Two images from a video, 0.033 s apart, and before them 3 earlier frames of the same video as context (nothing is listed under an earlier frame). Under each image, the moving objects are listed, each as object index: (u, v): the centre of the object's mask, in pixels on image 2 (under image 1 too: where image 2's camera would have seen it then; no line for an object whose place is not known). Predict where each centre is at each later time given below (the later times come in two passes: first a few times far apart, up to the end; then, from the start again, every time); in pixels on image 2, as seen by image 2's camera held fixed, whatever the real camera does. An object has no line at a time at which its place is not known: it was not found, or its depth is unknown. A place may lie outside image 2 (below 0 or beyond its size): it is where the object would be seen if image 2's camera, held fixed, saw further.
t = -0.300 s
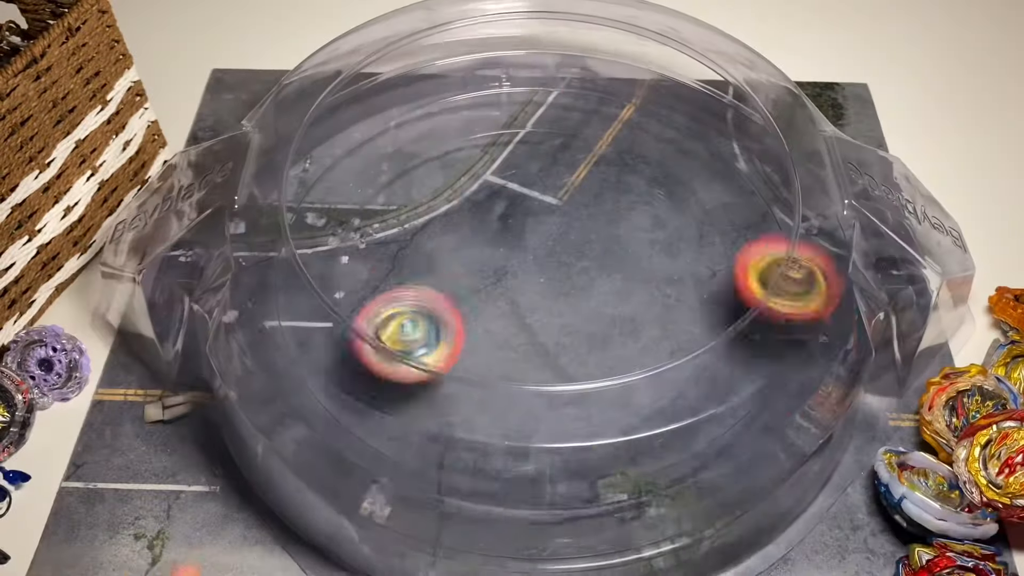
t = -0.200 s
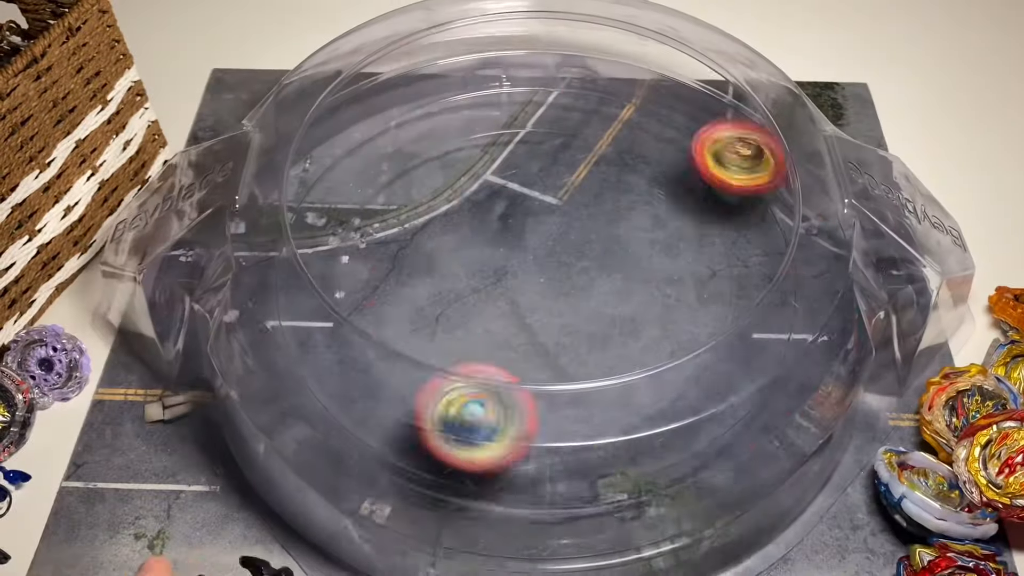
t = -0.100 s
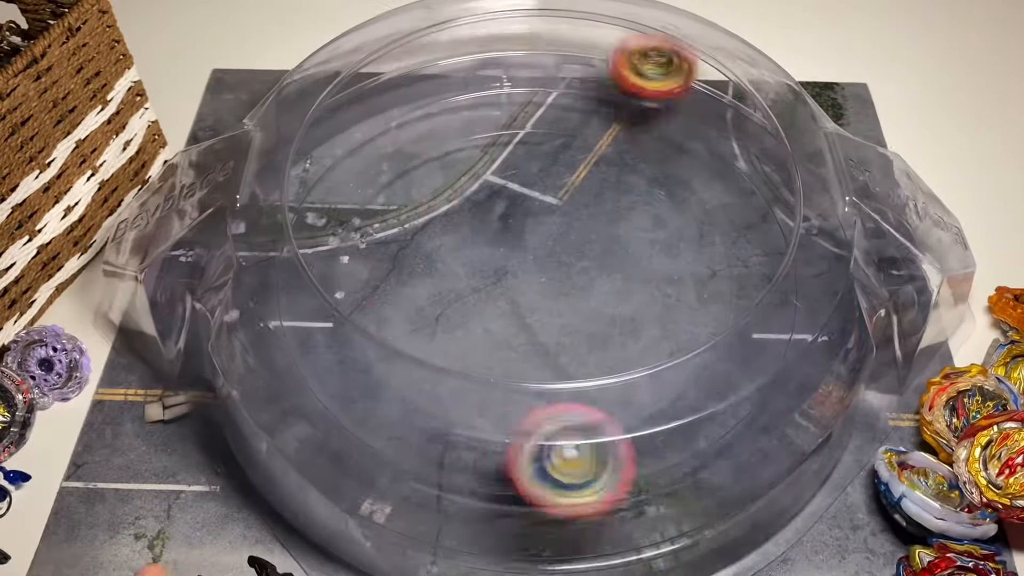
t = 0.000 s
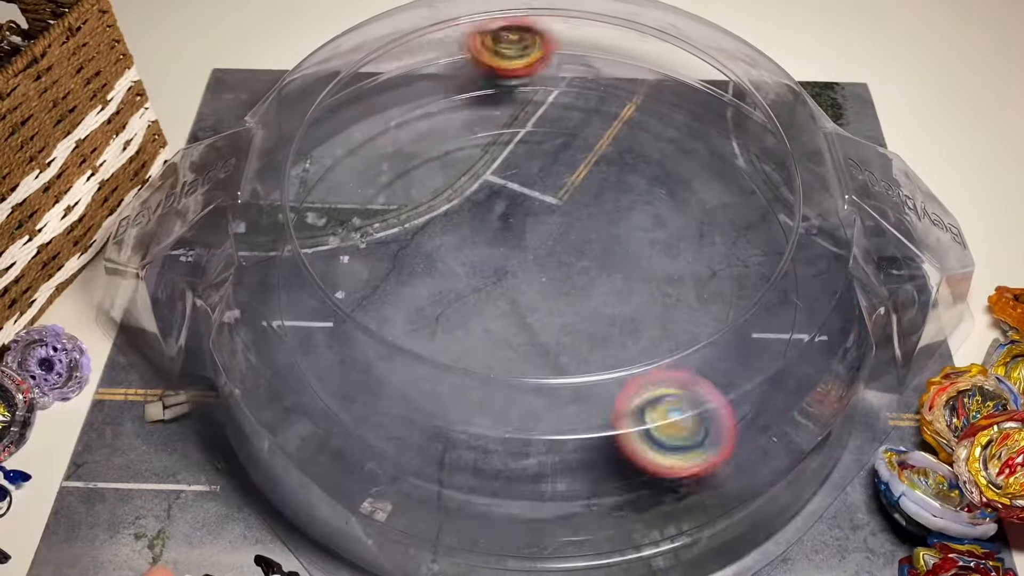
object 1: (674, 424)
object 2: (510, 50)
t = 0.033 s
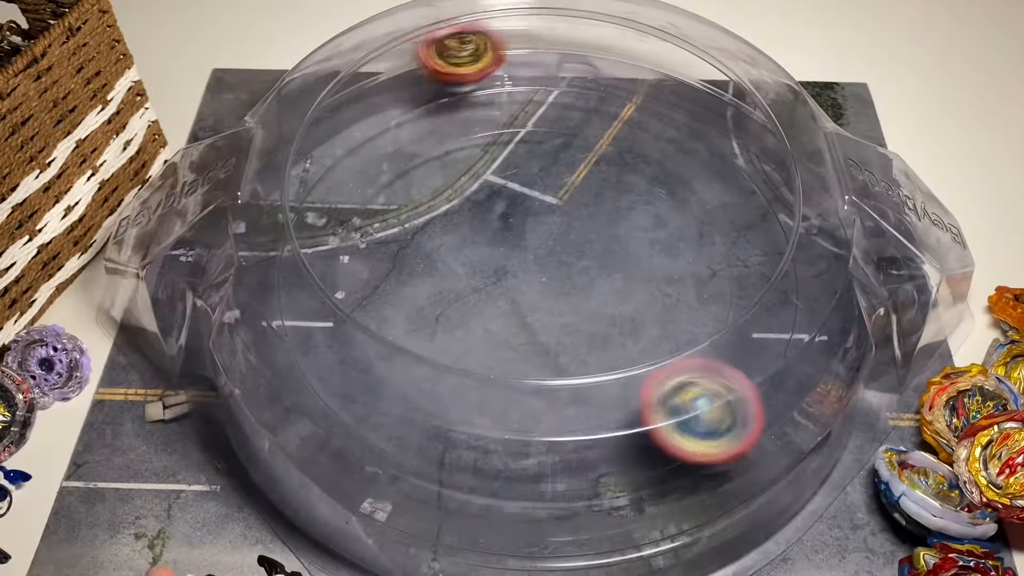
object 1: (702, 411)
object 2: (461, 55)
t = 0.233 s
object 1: (789, 259)
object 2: (290, 249)
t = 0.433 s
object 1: (627, 88)
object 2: (511, 473)
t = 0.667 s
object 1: (284, 295)
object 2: (768, 241)
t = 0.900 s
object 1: (797, 388)
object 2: (531, 56)
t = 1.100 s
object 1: (689, 93)
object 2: (307, 178)
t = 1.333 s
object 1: (327, 123)
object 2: (439, 439)
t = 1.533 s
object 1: (307, 375)
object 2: (769, 382)
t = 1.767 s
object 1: (636, 488)
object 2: (742, 198)
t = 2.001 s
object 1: (791, 285)
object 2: (520, 112)
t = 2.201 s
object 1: (690, 118)
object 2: (301, 161)
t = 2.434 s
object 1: (403, 105)
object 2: (267, 297)
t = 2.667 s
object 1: (292, 337)
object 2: (513, 362)
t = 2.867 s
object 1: (534, 471)
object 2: (723, 252)
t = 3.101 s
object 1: (794, 308)
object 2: (693, 96)
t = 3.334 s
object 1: (649, 101)
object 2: (535, 91)
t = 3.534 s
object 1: (422, 99)
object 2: (391, 192)
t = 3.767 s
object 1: (283, 264)
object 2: (405, 405)
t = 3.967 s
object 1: (397, 440)
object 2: (571, 457)
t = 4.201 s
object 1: (701, 424)
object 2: (747, 286)
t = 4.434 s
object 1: (781, 307)
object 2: (695, 112)
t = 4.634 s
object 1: (761, 224)
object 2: (491, 78)
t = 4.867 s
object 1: (674, 154)
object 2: (330, 154)
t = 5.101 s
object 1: (461, 158)
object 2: (360, 281)
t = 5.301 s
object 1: (361, 298)
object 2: (540, 377)
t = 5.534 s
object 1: (522, 457)
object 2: (736, 282)
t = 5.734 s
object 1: (675, 441)
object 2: (775, 199)
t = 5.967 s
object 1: (770, 342)
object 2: (728, 152)
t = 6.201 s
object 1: (724, 241)
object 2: (659, 144)
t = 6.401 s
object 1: (577, 188)
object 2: (497, 125)
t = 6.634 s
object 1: (388, 223)
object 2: (343, 125)
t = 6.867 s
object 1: (320, 359)
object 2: (331, 182)
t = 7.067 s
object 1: (364, 395)
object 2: (409, 270)
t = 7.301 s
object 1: (427, 398)
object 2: (594, 323)
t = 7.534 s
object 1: (586, 337)
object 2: (695, 229)
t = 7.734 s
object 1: (552, 227)
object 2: (652, 139)
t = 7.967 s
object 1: (399, 212)
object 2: (532, 158)
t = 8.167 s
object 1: (359, 307)
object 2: (504, 263)
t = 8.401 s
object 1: (319, 377)
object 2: (630, 312)
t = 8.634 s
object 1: (369, 390)
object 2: (617, 270)
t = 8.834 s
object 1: (416, 372)
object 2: (494, 266)
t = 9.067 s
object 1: (565, 338)
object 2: (423, 270)
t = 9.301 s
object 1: (609, 233)
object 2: (441, 257)
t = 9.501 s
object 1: (553, 168)
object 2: (525, 242)
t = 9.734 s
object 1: (467, 193)
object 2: (570, 234)
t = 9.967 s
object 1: (472, 296)
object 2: (590, 249)
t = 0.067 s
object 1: (726, 398)
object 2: (414, 71)
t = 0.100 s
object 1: (748, 379)
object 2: (367, 86)
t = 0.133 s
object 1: (766, 354)
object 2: (323, 115)
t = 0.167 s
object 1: (778, 325)
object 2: (308, 155)
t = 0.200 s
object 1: (787, 292)
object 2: (297, 202)
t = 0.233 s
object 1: (789, 259)
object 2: (290, 249)
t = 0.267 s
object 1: (785, 226)
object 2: (283, 299)
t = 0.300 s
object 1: (775, 192)
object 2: (294, 345)
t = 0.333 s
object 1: (750, 161)
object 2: (313, 400)
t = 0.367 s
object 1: (718, 132)
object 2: (371, 428)
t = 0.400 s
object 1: (675, 108)
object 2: (440, 451)
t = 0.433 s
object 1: (627, 88)
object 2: (511, 473)
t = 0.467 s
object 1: (571, 76)
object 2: (585, 470)
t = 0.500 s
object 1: (509, 74)
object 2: (659, 457)
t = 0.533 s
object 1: (442, 88)
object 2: (720, 431)
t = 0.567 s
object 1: (380, 111)
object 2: (771, 394)
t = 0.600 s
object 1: (326, 154)
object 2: (804, 346)
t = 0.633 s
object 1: (289, 216)
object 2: (787, 291)
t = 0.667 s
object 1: (284, 295)
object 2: (768, 241)
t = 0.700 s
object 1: (321, 378)
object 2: (746, 195)
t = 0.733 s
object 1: (386, 454)
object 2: (729, 155)
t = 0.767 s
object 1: (480, 490)
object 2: (706, 116)
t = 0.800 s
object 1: (581, 495)
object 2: (671, 84)
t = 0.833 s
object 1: (672, 472)
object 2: (626, 69)
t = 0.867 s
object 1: (747, 437)
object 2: (579, 59)
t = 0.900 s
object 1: (797, 388)
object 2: (531, 56)
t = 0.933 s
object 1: (808, 326)
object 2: (483, 61)
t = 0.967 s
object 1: (797, 271)
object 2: (437, 73)
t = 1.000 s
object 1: (786, 215)
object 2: (394, 87)
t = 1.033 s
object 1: (766, 167)
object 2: (348, 104)
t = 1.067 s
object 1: (729, 125)
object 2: (317, 135)
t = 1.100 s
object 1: (689, 93)
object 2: (307, 178)
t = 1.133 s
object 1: (632, 76)
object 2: (299, 217)
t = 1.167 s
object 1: (578, 63)
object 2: (294, 262)
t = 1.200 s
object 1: (522, 59)
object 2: (290, 302)
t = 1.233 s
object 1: (468, 66)
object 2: (304, 343)
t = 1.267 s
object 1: (416, 79)
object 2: (337, 383)
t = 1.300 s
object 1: (368, 97)
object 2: (383, 416)
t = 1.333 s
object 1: (327, 123)
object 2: (439, 439)
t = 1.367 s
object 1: (311, 163)
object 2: (502, 453)
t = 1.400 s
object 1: (301, 208)
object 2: (570, 456)
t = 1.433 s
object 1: (293, 248)
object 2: (635, 451)
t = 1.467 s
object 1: (284, 290)
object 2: (702, 443)
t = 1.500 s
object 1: (286, 330)
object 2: (739, 412)
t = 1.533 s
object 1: (307, 375)
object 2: (769, 382)
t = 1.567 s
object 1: (340, 419)
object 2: (793, 353)
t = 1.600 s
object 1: (375, 461)
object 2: (803, 326)
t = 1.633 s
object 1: (427, 479)
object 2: (801, 298)
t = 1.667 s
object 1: (480, 493)
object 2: (792, 273)
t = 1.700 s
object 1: (532, 499)
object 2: (779, 245)
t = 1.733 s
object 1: (584, 497)
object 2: (755, 219)
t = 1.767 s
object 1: (636, 488)
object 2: (742, 198)
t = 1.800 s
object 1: (682, 472)
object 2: (721, 179)
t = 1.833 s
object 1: (726, 451)
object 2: (699, 162)
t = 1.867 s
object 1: (763, 426)
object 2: (671, 147)
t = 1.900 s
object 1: (789, 392)
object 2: (637, 136)
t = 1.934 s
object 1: (807, 358)
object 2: (601, 126)
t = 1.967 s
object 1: (799, 321)
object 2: (562, 118)
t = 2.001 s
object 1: (791, 285)
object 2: (520, 112)
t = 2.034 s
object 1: (780, 250)
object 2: (478, 114)
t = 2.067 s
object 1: (768, 216)
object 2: (437, 120)
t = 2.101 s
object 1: (753, 187)
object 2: (397, 128)
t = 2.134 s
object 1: (740, 160)
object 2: (358, 136)
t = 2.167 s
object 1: (723, 135)
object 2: (325, 148)
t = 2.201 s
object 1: (690, 118)
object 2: (301, 161)
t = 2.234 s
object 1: (657, 104)
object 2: (277, 181)
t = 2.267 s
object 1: (618, 90)
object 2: (251, 201)
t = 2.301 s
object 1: (577, 82)
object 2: (231, 220)
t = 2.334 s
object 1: (534, 78)
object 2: (213, 238)
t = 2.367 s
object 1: (490, 83)
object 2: (215, 269)
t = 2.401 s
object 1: (445, 92)
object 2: (242, 282)
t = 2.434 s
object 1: (403, 105)
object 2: (267, 297)
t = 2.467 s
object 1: (364, 126)
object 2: (297, 314)
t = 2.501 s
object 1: (332, 154)
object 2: (324, 322)
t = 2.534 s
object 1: (305, 186)
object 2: (355, 335)
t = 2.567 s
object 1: (287, 222)
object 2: (387, 345)
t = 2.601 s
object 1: (280, 259)
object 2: (425, 357)
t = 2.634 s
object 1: (280, 299)
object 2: (467, 364)
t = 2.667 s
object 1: (292, 337)
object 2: (513, 362)
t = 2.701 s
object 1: (314, 375)
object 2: (560, 360)
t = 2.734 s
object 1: (349, 406)
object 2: (606, 351)
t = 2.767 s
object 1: (389, 433)
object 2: (646, 336)
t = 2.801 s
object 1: (431, 454)
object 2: (681, 312)
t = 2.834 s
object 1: (482, 467)
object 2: (705, 283)
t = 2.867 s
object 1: (534, 471)
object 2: (723, 252)
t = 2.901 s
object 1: (588, 467)
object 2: (729, 219)
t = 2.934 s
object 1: (637, 457)
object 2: (731, 191)
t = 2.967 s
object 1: (684, 438)
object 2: (732, 164)
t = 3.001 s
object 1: (724, 413)
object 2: (733, 144)
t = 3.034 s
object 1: (757, 383)
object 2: (720, 124)
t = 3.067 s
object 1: (781, 347)
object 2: (707, 111)
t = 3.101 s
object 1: (794, 308)
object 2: (693, 96)
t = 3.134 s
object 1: (796, 269)
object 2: (676, 88)
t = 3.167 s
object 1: (789, 232)
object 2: (655, 83)
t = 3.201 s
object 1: (774, 196)
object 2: (635, 78)
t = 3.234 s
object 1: (750, 166)
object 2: (609, 80)
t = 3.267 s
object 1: (721, 138)
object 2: (582, 81)
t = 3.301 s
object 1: (687, 116)
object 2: (557, 86)
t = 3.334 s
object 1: (649, 101)
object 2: (535, 91)
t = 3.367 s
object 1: (610, 89)
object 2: (512, 99)
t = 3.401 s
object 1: (571, 80)
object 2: (490, 108)
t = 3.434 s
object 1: (531, 78)
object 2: (468, 123)
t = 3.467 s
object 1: (495, 81)
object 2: (441, 142)
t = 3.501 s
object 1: (458, 90)
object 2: (416, 164)
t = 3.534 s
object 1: (422, 99)
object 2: (391, 192)
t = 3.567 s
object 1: (389, 113)
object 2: (372, 218)
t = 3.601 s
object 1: (359, 131)
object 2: (361, 248)
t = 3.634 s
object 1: (335, 154)
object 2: (356, 280)
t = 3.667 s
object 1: (313, 178)
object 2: (358, 311)
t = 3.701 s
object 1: (296, 205)
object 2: (370, 343)
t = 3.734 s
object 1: (287, 232)
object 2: (387, 373)
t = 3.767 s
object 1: (283, 264)
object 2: (405, 405)
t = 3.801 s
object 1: (284, 294)
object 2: (420, 435)
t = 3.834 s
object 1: (291, 326)
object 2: (442, 453)
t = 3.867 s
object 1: (306, 357)
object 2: (469, 472)
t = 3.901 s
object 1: (328, 388)
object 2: (502, 472)
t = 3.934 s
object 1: (357, 415)
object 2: (535, 466)
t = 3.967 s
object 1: (397, 440)
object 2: (571, 457)
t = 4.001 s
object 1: (439, 458)
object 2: (600, 442)
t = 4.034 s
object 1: (490, 470)
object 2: (628, 423)
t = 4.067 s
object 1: (543, 477)
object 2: (653, 404)
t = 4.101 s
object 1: (596, 472)
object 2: (671, 384)
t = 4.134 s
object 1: (642, 462)
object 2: (696, 357)
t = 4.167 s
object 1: (674, 440)
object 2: (724, 323)
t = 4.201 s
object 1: (701, 424)
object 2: (747, 286)
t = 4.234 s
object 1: (721, 404)
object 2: (763, 255)
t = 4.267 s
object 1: (739, 386)
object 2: (778, 219)
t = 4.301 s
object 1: (754, 370)
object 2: (783, 193)
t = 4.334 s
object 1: (764, 354)
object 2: (769, 170)
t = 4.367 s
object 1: (772, 338)
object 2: (745, 148)
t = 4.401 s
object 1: (779, 322)
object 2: (720, 128)
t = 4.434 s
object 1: (781, 307)
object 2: (695, 112)
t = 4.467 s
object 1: (784, 292)
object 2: (665, 98)
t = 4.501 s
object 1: (784, 277)
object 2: (630, 89)
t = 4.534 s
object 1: (781, 265)
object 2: (595, 81)
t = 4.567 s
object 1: (777, 250)
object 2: (562, 75)
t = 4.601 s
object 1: (770, 236)
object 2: (528, 73)
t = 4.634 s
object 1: (761, 224)
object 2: (491, 78)
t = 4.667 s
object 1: (751, 211)
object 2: (458, 83)
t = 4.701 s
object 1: (742, 199)
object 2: (429, 91)
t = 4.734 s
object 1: (731, 189)
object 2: (402, 102)
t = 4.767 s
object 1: (718, 179)
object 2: (378, 114)
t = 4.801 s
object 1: (705, 170)
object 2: (357, 128)
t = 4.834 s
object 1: (691, 162)
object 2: (342, 141)
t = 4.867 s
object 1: (674, 154)
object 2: (330, 154)
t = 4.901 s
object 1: (652, 148)
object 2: (321, 169)
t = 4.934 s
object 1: (626, 143)
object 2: (319, 185)
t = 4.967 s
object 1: (595, 140)
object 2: (318, 201)
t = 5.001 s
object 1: (561, 138)
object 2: (323, 218)
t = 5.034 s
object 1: (529, 140)
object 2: (332, 235)
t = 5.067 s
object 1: (494, 147)
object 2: (343, 257)
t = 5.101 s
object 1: (461, 158)
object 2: (360, 281)
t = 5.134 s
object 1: (432, 173)
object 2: (380, 306)
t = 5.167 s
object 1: (406, 192)
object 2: (403, 330)
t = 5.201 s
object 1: (385, 215)
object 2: (432, 349)
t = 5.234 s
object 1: (369, 241)
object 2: (466, 364)
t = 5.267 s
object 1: (362, 269)
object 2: (503, 373)
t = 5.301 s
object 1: (361, 298)
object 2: (540, 377)
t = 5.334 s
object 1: (368, 329)
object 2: (578, 377)
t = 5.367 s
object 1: (384, 358)
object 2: (614, 371)
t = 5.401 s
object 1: (411, 384)
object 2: (647, 361)
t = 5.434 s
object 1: (442, 406)
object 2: (676, 347)
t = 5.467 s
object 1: (471, 425)
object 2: (703, 327)
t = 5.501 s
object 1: (497, 442)
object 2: (721, 306)
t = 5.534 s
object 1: (522, 457)
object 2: (736, 282)
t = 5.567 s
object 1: (546, 464)
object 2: (745, 263)
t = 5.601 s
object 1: (567, 469)
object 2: (754, 245)
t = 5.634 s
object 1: (591, 470)
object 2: (761, 231)
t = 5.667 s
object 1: (617, 467)
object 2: (768, 219)
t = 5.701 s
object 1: (645, 456)
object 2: (770, 208)
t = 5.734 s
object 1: (675, 441)
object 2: (775, 199)
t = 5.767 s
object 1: (702, 425)
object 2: (773, 189)
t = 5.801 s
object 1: (722, 409)
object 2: (763, 180)
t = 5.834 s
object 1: (739, 395)
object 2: (755, 172)
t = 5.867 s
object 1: (752, 382)
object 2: (747, 166)
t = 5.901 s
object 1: (761, 368)
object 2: (741, 161)
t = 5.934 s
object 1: (768, 356)
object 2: (733, 156)
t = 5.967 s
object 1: (770, 342)
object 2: (728, 152)
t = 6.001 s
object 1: (768, 327)
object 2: (721, 149)
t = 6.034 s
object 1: (765, 312)
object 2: (711, 146)
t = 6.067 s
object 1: (761, 296)
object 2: (704, 144)
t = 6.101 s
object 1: (754, 283)
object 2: (694, 143)
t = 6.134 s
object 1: (746, 269)
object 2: (684, 142)
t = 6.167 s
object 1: (736, 254)
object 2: (673, 142)
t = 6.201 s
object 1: (724, 241)
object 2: (659, 144)
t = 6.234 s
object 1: (706, 224)
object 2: (639, 147)
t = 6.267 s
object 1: (684, 208)
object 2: (614, 151)
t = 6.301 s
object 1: (662, 200)
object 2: (587, 141)
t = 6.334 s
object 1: (636, 197)
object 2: (554, 136)
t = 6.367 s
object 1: (607, 192)
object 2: (526, 128)
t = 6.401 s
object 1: (577, 188)
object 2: (497, 125)
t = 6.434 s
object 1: (544, 185)
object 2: (471, 121)
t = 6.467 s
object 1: (528, 185)
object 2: (457, 122)
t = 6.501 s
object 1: (496, 186)
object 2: (430, 123)
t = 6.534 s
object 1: (466, 191)
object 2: (406, 124)
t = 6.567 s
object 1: (438, 198)
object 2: (382, 125)
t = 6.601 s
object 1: (412, 209)
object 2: (360, 124)
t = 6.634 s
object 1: (388, 223)
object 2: (343, 125)
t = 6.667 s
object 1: (368, 239)
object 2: (327, 128)
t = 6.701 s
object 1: (351, 258)
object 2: (315, 134)
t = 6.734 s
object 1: (341, 279)
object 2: (315, 142)
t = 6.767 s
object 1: (336, 303)
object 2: (317, 150)
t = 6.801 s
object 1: (331, 325)
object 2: (322, 164)
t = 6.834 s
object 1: (326, 343)
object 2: (327, 174)
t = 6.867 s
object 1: (320, 359)
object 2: (331, 182)
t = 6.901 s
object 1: (314, 371)
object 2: (338, 191)
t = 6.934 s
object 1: (319, 378)
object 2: (346, 199)
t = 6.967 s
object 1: (334, 385)
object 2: (358, 214)
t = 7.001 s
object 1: (346, 390)
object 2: (372, 231)
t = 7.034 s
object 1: (354, 393)
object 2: (389, 250)
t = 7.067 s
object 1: (364, 395)
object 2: (409, 270)
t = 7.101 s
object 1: (373, 398)
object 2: (431, 289)
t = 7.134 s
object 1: (383, 400)
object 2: (455, 306)
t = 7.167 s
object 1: (392, 402)
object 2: (482, 319)
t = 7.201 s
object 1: (402, 403)
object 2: (511, 327)
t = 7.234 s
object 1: (411, 403)
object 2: (540, 330)
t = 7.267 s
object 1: (419, 402)
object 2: (568, 328)
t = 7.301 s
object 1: (427, 398)
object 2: (594, 323)
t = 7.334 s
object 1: (439, 395)
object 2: (616, 315)
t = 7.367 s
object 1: (458, 390)
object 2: (637, 305)
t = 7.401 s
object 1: (480, 383)
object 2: (656, 293)
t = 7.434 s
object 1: (507, 376)
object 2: (671, 278)
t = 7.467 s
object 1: (536, 363)
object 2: (684, 263)
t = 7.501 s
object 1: (564, 353)
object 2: (691, 247)
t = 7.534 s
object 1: (586, 337)
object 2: (695, 229)
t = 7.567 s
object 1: (604, 316)
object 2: (694, 212)
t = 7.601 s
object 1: (614, 293)
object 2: (686, 197)
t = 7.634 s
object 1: (618, 269)
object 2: (672, 185)
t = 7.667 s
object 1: (612, 248)
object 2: (657, 175)
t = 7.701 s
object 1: (582, 239)
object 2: (656, 154)
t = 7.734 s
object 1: (552, 227)
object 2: (652, 139)
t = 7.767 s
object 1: (525, 216)
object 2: (641, 130)
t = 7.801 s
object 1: (502, 208)
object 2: (628, 126)
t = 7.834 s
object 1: (479, 203)
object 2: (615, 125)
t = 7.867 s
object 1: (458, 200)
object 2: (595, 128)
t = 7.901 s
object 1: (436, 201)
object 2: (575, 134)
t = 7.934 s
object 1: (416, 204)
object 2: (552, 144)
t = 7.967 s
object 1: (399, 212)
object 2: (532, 158)
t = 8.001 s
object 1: (385, 223)
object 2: (512, 173)
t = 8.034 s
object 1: (376, 237)
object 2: (496, 190)
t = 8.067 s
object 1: (373, 253)
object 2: (483, 208)
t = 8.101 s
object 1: (379, 272)
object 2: (471, 227)
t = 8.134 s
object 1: (373, 288)
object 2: (480, 246)
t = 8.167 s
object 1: (359, 307)
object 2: (504, 263)
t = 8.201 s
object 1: (349, 322)
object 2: (529, 277)
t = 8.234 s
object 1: (345, 339)
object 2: (551, 288)
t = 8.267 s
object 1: (339, 351)
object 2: (568, 299)
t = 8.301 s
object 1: (334, 360)
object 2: (583, 307)
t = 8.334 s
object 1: (327, 367)
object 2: (600, 311)
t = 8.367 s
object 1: (321, 373)
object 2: (617, 312)
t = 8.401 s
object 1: (319, 377)
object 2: (630, 312)
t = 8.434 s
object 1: (323, 383)
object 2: (642, 310)
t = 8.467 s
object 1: (334, 389)
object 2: (652, 306)
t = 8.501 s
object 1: (344, 392)
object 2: (656, 300)
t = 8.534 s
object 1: (351, 392)
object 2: (654, 293)
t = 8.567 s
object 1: (357, 393)
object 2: (645, 284)
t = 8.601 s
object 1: (364, 391)
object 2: (634, 277)
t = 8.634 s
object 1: (369, 390)
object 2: (617, 270)
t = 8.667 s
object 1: (374, 388)
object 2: (596, 266)
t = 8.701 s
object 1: (379, 386)
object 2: (573, 263)
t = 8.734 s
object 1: (384, 382)
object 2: (553, 261)
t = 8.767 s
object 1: (390, 378)
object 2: (531, 262)
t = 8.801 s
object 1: (400, 375)
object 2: (511, 263)
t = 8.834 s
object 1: (416, 372)
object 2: (494, 266)
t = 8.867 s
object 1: (435, 369)
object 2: (480, 271)
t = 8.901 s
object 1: (459, 366)
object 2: (466, 276)
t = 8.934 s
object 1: (483, 362)
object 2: (454, 280)
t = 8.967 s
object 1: (506, 358)
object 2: (446, 281)
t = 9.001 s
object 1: (529, 355)
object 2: (437, 278)
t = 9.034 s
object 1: (549, 348)
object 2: (429, 274)
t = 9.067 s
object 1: (565, 338)
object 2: (423, 270)
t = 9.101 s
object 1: (580, 327)
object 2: (419, 265)
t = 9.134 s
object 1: (592, 312)
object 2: (416, 261)
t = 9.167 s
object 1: (601, 297)
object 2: (416, 260)
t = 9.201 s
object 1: (608, 281)
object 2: (418, 259)
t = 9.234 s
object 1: (612, 264)
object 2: (423, 258)
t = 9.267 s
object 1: (611, 248)
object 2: (430, 257)
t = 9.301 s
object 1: (609, 233)
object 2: (441, 257)
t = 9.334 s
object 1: (604, 218)
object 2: (453, 256)
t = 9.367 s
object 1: (597, 206)
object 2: (466, 255)
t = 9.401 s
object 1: (589, 194)
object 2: (481, 255)
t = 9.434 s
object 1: (579, 183)
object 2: (496, 252)
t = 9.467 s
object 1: (566, 174)
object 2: (511, 247)
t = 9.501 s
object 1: (553, 168)
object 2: (525, 242)
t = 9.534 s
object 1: (541, 161)
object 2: (535, 240)
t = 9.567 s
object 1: (527, 157)
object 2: (542, 240)
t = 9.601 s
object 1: (513, 156)
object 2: (549, 240)
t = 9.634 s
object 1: (498, 161)
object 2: (557, 239)
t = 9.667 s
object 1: (485, 168)
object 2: (562, 238)
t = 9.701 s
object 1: (475, 179)
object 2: (566, 236)
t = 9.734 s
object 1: (467, 193)
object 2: (570, 234)
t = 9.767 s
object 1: (464, 208)
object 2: (570, 233)
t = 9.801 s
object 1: (462, 224)
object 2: (569, 234)
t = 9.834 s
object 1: (463, 241)
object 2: (566, 234)
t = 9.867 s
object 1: (459, 254)
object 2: (574, 238)
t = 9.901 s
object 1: (459, 268)
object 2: (581, 243)
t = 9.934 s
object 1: (464, 283)
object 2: (586, 246)
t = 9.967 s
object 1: (472, 296)
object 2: (590, 249)
